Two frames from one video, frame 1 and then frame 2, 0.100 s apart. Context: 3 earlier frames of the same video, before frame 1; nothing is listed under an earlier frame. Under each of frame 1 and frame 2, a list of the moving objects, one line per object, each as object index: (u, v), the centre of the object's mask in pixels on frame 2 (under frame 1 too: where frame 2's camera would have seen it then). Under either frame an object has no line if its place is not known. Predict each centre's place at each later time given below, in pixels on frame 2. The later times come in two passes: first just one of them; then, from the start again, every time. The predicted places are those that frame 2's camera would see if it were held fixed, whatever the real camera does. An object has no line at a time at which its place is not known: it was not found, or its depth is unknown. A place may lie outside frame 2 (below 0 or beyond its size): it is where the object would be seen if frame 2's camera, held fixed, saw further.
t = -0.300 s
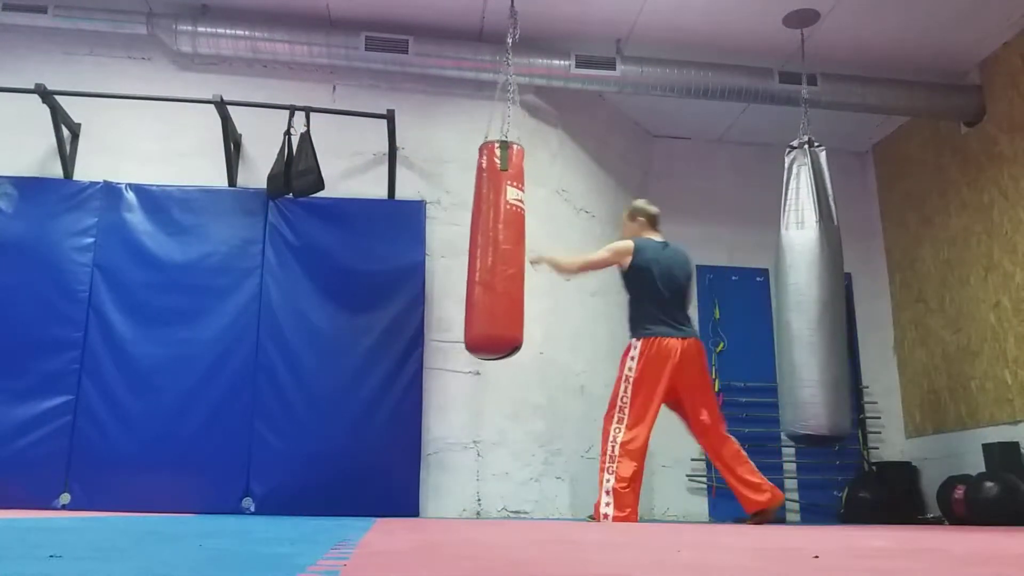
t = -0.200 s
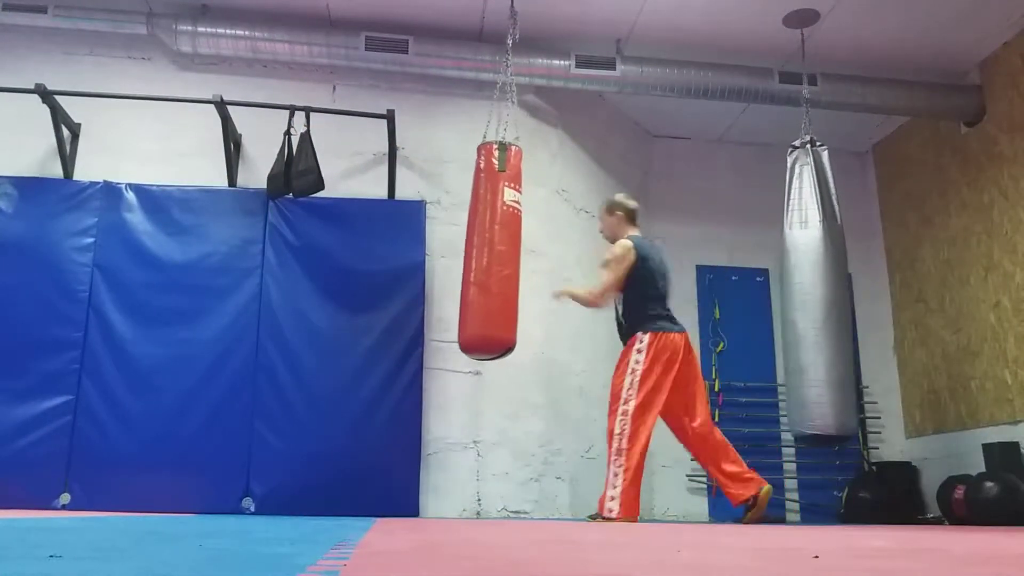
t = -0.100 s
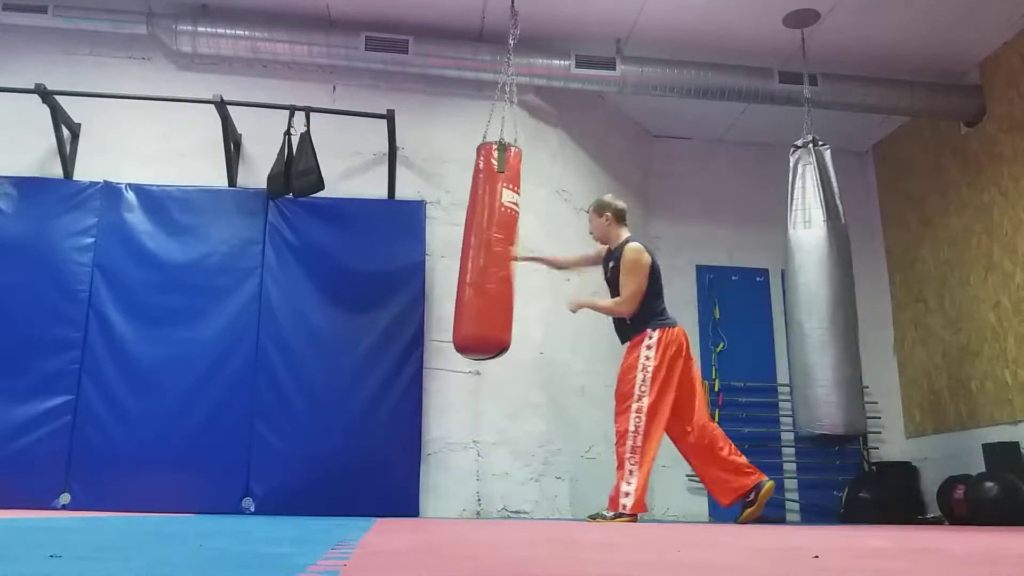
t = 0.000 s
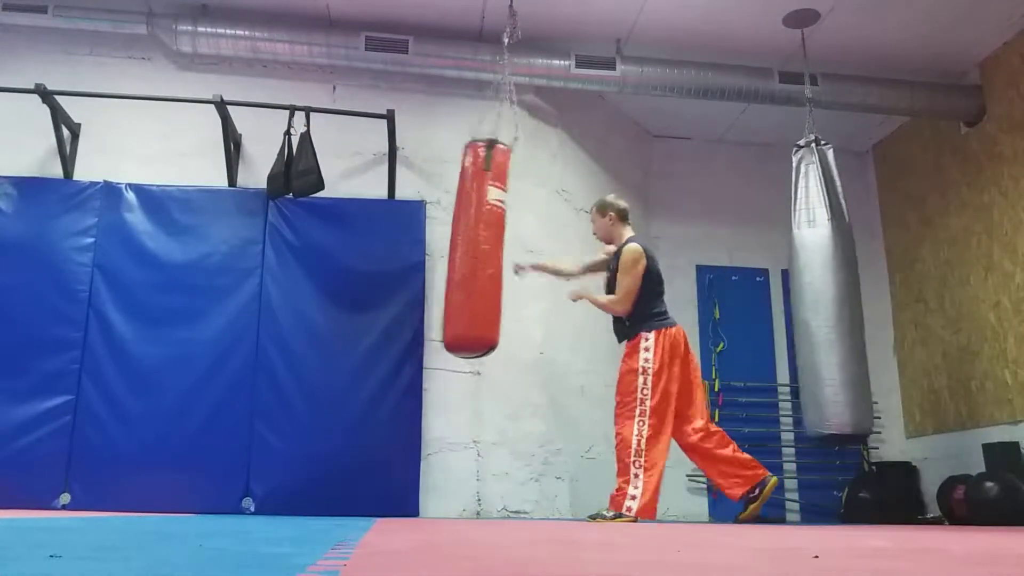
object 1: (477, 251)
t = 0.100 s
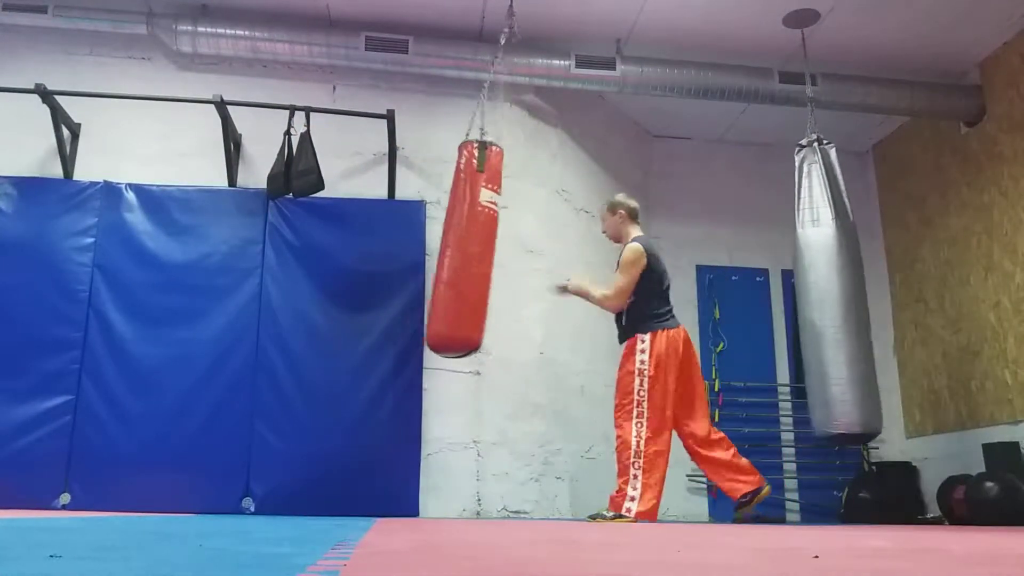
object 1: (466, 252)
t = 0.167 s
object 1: (461, 253)
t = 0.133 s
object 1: (463, 253)
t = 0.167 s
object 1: (461, 253)
